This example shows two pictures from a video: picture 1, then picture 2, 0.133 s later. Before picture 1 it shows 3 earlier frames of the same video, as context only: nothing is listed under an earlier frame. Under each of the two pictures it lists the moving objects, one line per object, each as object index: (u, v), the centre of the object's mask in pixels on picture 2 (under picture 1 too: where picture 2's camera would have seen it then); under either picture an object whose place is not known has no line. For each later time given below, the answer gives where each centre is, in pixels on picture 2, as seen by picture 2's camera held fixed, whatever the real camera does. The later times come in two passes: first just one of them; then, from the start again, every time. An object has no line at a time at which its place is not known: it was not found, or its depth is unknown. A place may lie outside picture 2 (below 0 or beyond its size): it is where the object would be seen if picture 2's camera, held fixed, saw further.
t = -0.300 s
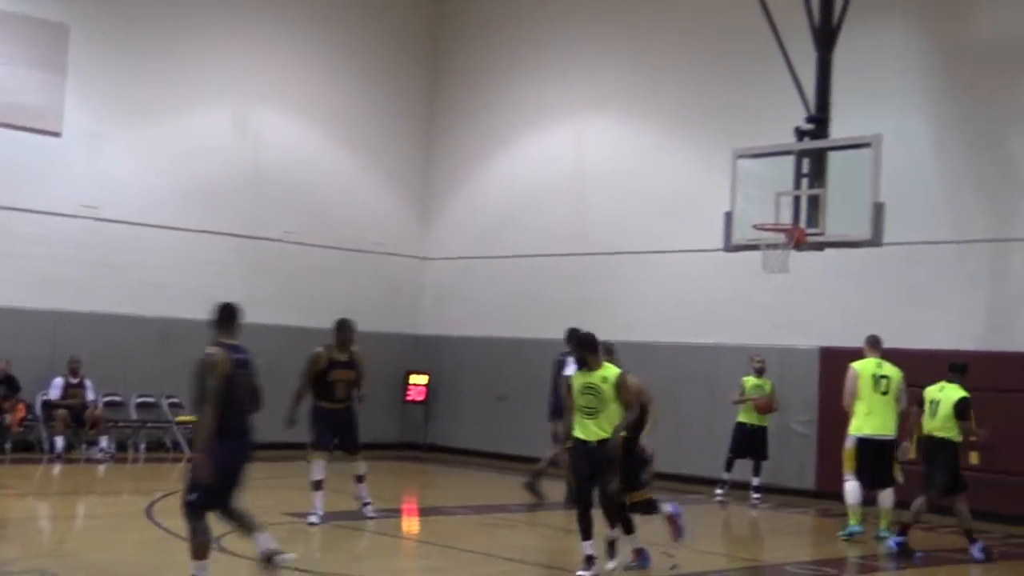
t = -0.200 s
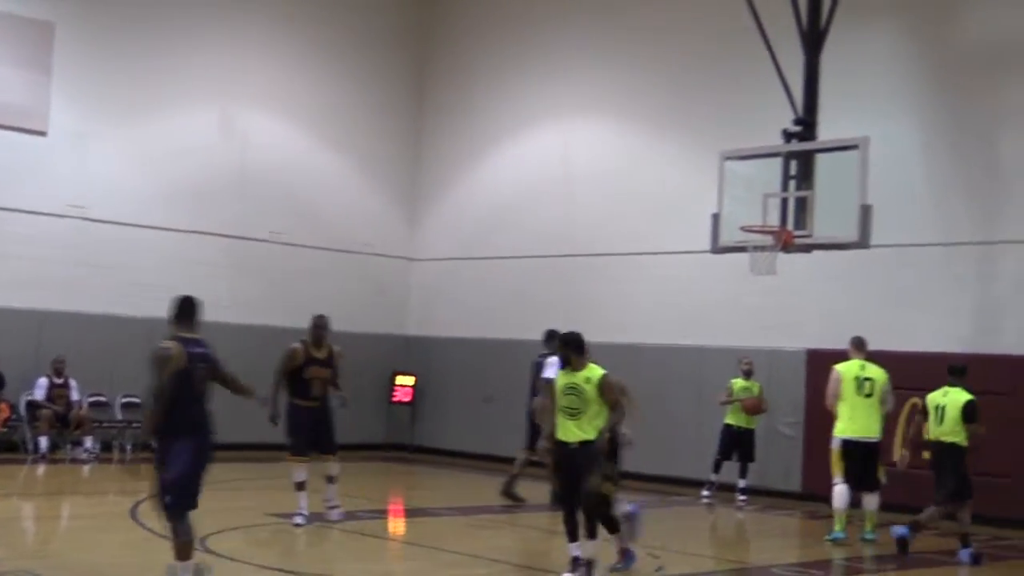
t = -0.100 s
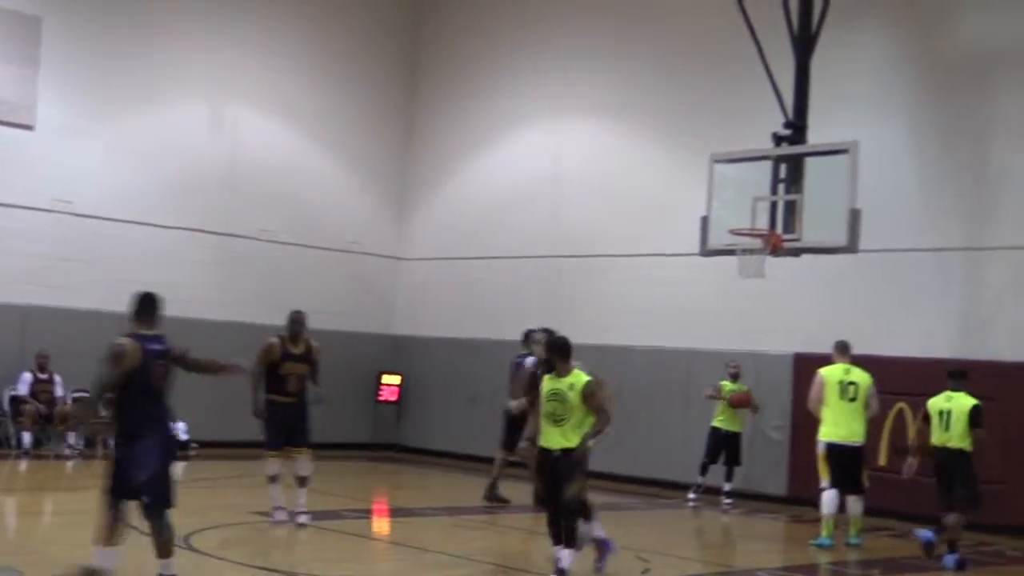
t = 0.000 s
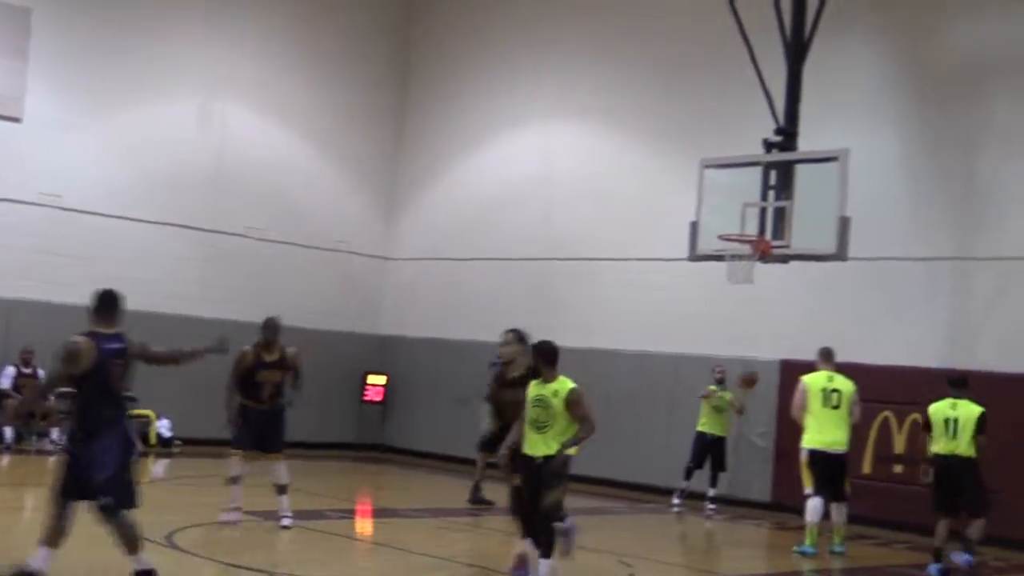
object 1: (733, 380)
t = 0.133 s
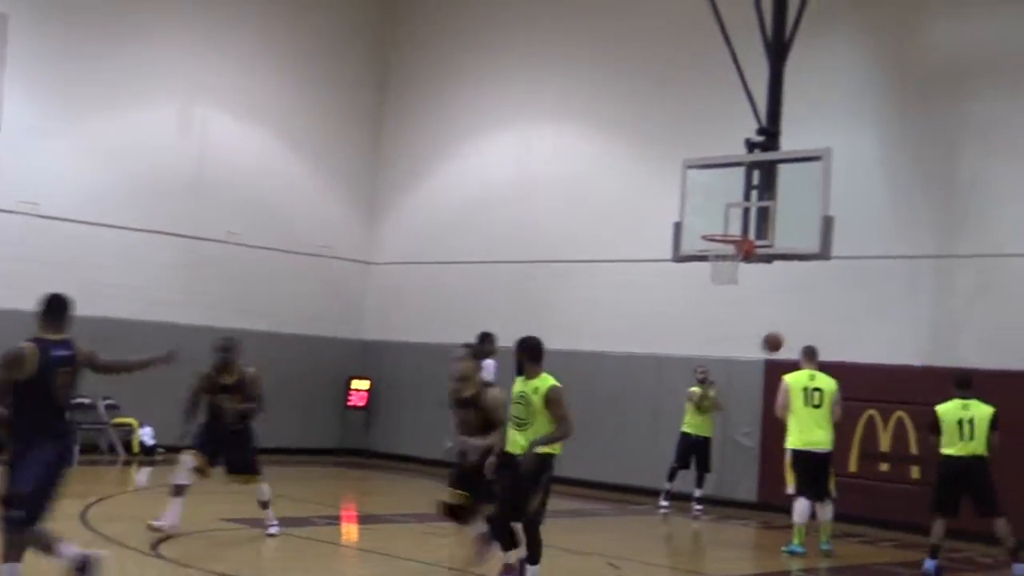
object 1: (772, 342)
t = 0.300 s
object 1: (825, 314)
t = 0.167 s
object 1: (783, 335)
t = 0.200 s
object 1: (793, 328)
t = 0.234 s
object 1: (804, 323)
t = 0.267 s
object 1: (815, 318)
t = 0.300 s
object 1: (825, 314)
